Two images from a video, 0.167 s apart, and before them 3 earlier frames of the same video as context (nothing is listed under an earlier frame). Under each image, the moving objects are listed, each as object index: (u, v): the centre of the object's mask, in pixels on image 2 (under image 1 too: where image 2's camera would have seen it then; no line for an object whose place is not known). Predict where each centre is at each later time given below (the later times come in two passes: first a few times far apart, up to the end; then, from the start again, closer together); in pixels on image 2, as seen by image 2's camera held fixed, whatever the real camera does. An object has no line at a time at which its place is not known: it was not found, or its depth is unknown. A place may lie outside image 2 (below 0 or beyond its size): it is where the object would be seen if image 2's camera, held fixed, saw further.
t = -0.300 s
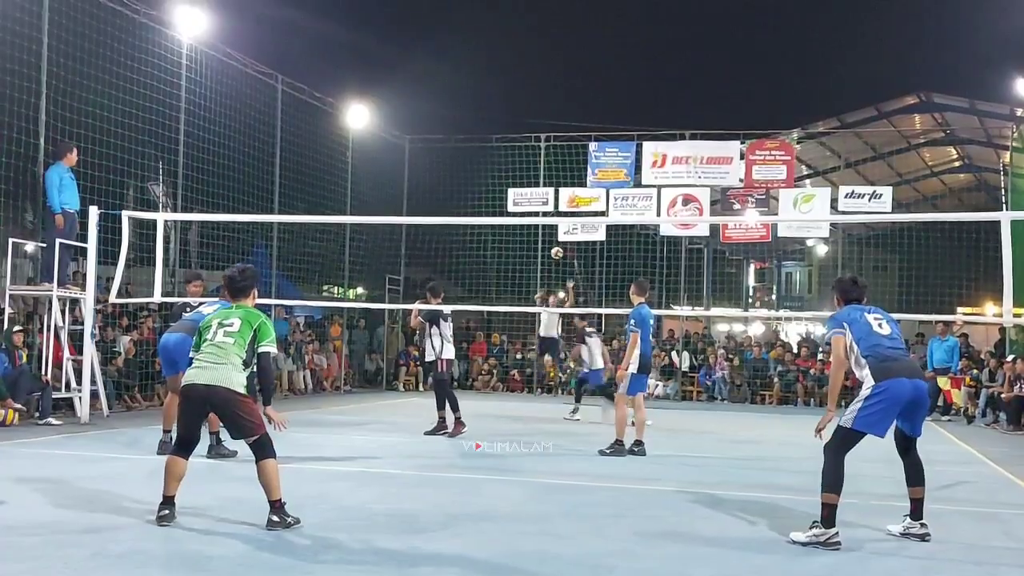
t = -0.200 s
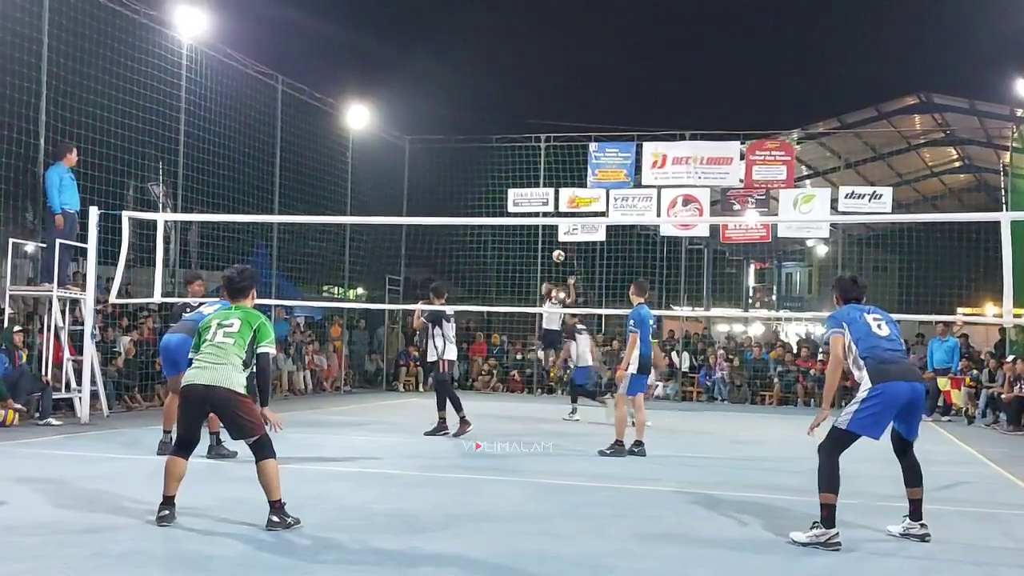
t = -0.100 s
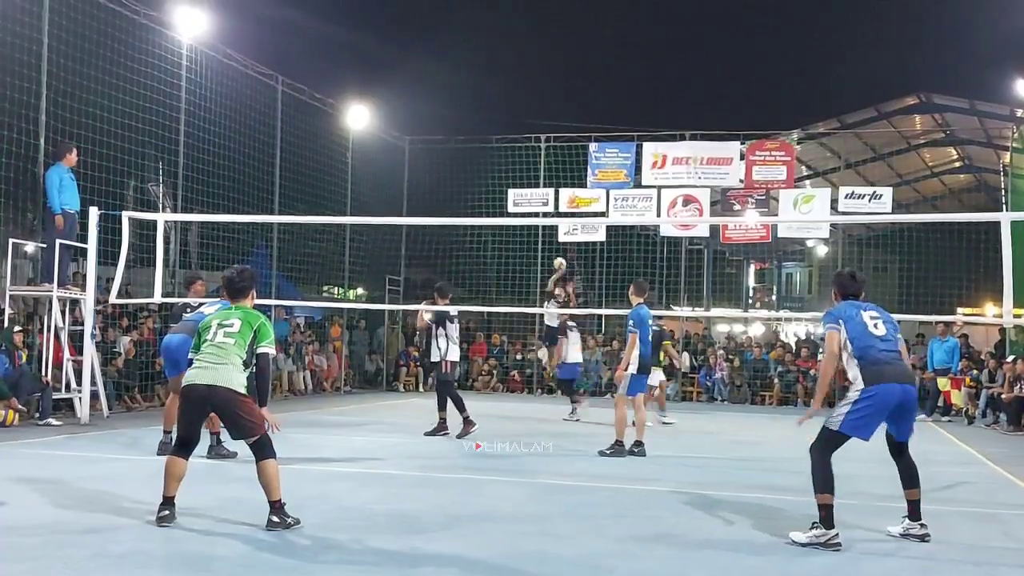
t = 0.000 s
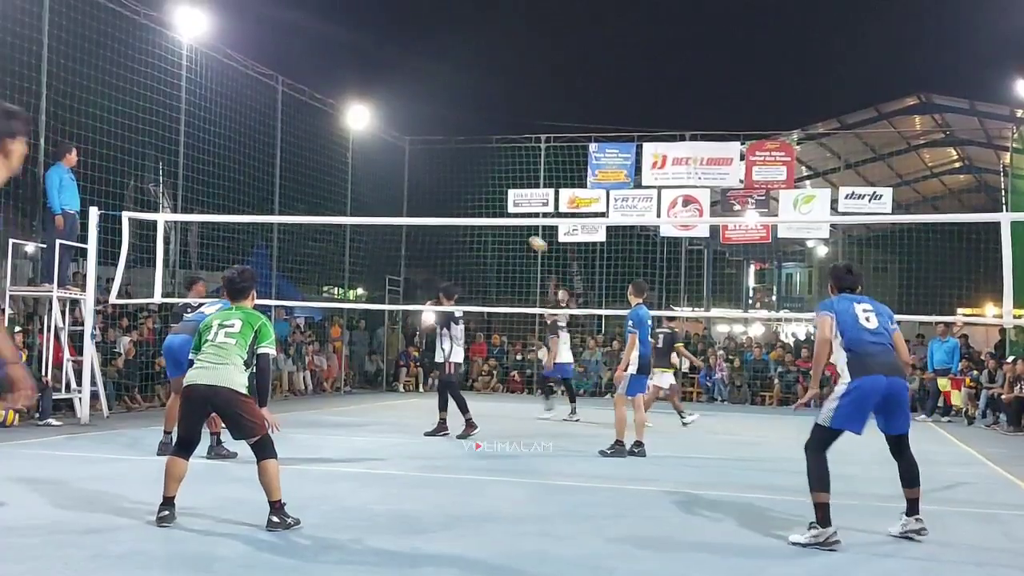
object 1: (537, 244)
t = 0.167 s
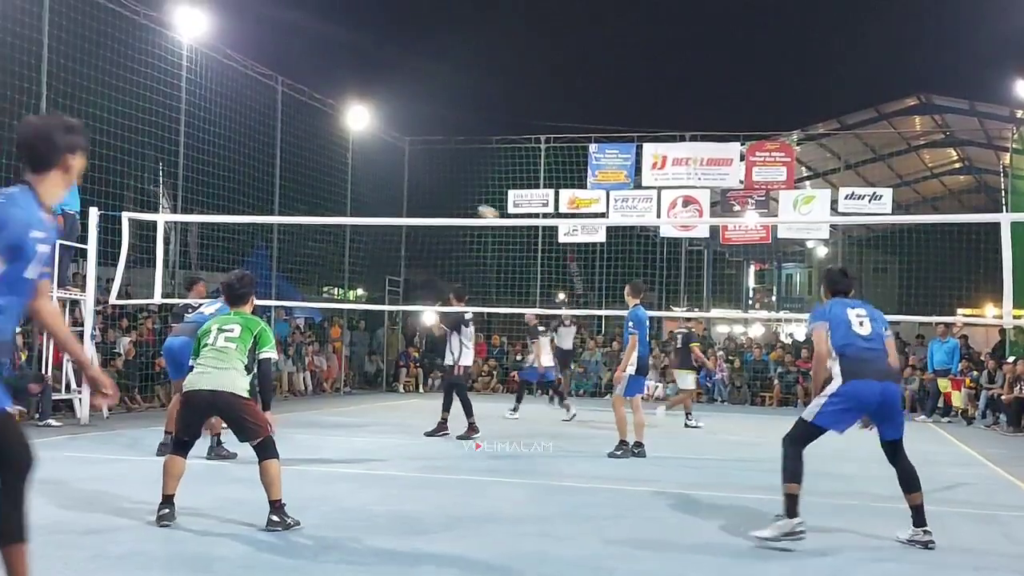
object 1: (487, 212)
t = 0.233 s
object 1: (464, 204)
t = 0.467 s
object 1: (355, 188)
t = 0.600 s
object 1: (265, 198)
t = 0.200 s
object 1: (477, 209)
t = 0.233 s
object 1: (464, 204)
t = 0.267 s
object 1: (452, 200)
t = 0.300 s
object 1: (438, 197)
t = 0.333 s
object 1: (423, 194)
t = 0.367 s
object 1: (408, 192)
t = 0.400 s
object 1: (392, 190)
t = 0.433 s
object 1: (373, 189)
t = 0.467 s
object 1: (355, 188)
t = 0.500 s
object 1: (334, 189)
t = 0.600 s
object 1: (265, 198)
